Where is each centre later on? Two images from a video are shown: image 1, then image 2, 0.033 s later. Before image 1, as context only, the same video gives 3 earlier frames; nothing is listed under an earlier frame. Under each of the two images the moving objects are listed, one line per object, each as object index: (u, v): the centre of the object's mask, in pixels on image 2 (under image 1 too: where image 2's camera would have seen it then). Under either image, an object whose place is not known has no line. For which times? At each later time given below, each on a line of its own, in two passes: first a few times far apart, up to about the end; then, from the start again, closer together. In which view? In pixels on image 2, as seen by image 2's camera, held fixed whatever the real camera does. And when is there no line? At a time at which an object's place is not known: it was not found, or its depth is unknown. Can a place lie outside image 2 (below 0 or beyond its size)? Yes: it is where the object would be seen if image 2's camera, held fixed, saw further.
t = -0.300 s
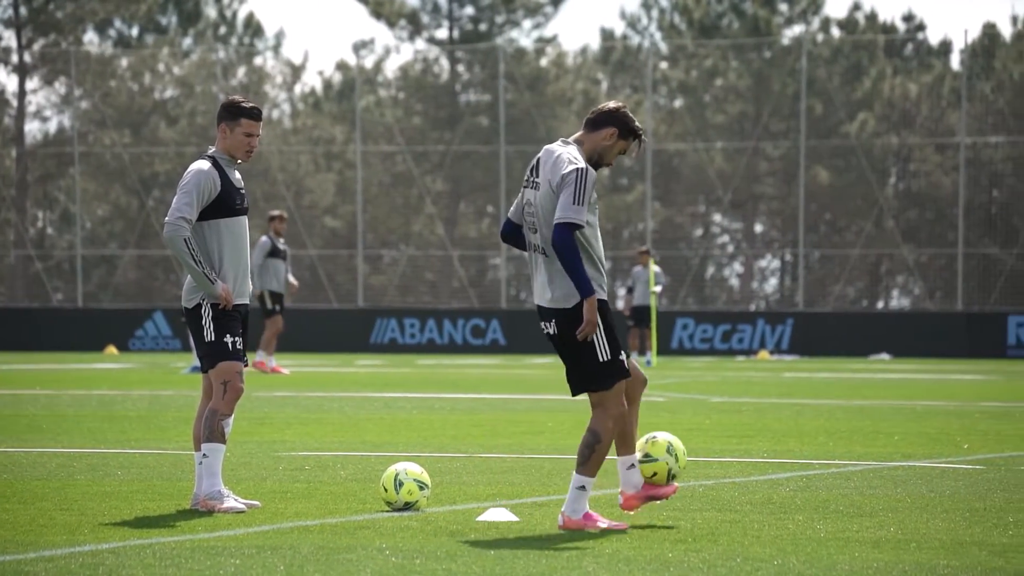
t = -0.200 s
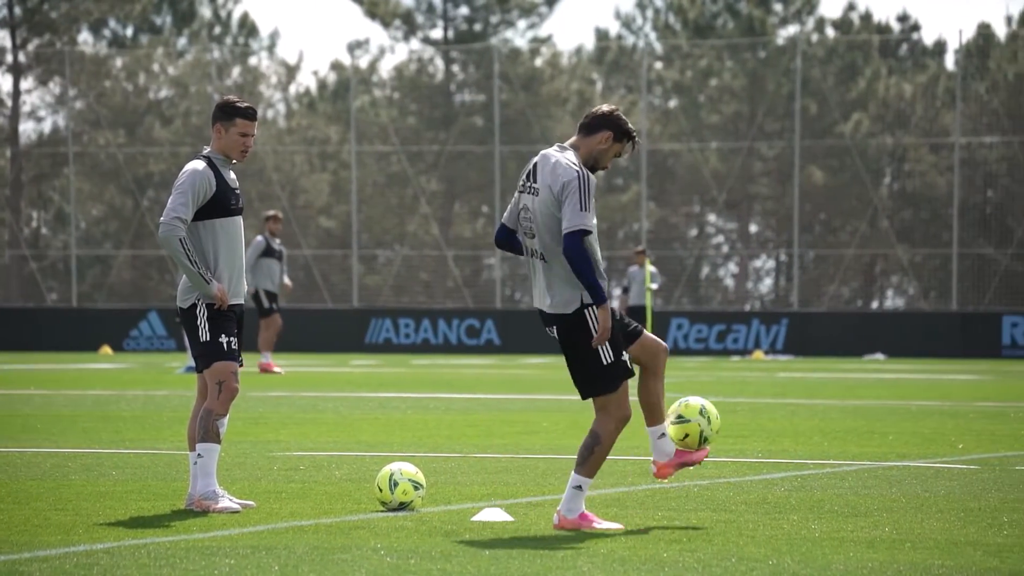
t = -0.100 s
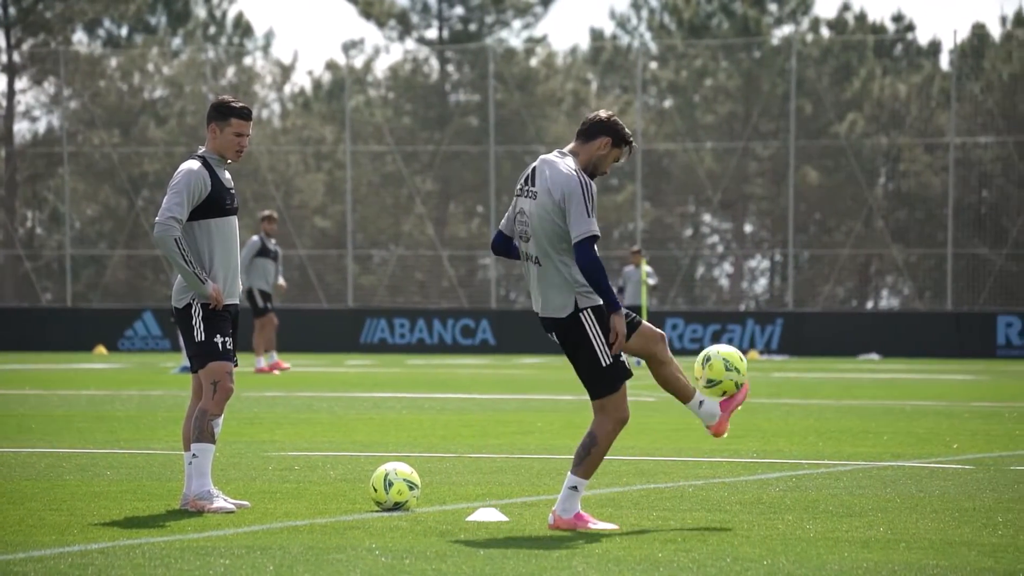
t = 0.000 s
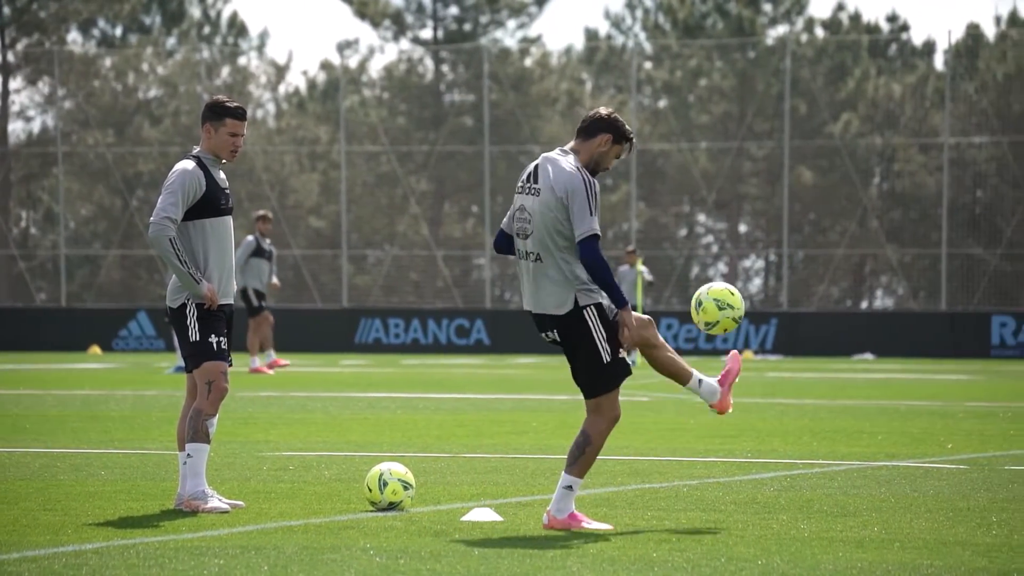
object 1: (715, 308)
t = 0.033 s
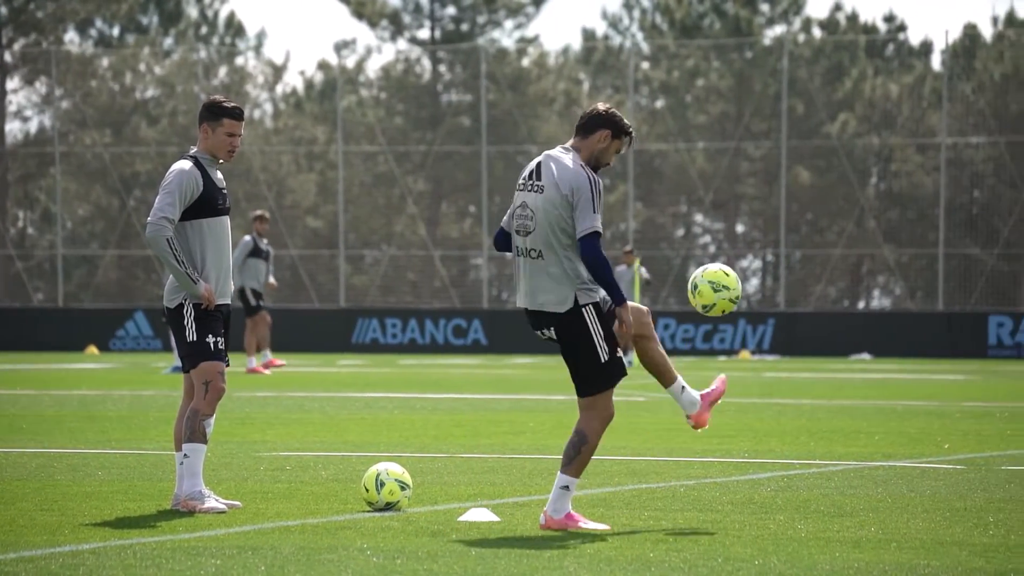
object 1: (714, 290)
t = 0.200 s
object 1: (713, 252)
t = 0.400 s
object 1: (711, 290)
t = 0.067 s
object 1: (714, 282)
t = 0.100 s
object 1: (714, 269)
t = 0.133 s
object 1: (713, 259)
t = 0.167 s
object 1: (713, 256)
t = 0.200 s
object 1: (713, 252)
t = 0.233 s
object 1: (712, 252)
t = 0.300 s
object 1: (712, 259)
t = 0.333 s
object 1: (711, 269)
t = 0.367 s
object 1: (711, 275)
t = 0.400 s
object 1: (711, 290)
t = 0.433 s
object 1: (710, 310)
